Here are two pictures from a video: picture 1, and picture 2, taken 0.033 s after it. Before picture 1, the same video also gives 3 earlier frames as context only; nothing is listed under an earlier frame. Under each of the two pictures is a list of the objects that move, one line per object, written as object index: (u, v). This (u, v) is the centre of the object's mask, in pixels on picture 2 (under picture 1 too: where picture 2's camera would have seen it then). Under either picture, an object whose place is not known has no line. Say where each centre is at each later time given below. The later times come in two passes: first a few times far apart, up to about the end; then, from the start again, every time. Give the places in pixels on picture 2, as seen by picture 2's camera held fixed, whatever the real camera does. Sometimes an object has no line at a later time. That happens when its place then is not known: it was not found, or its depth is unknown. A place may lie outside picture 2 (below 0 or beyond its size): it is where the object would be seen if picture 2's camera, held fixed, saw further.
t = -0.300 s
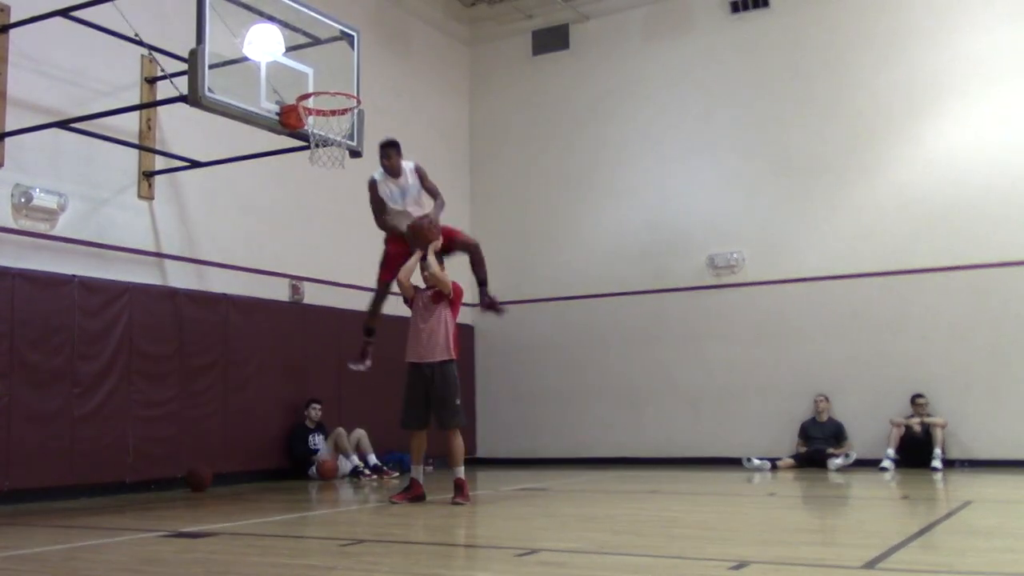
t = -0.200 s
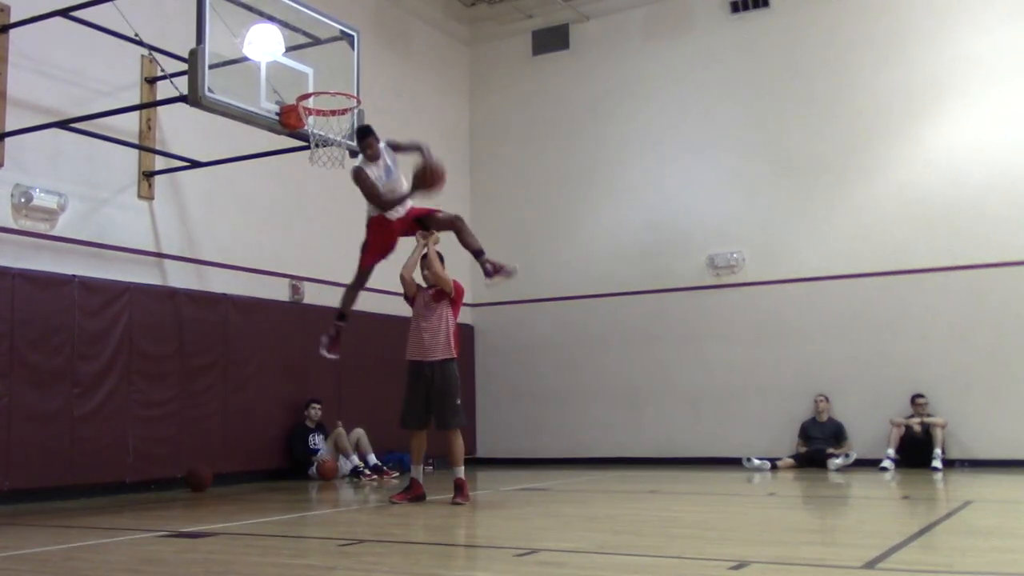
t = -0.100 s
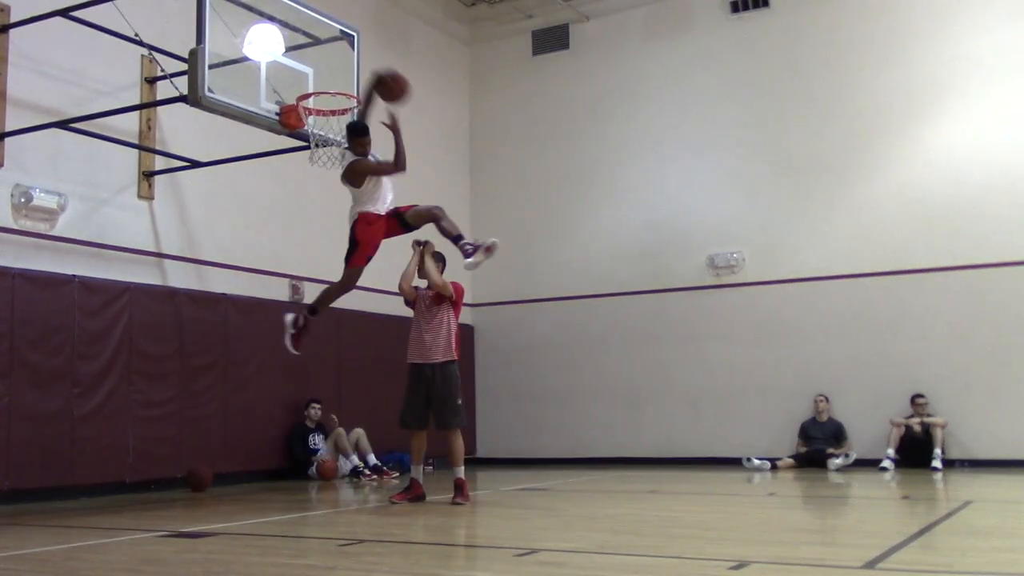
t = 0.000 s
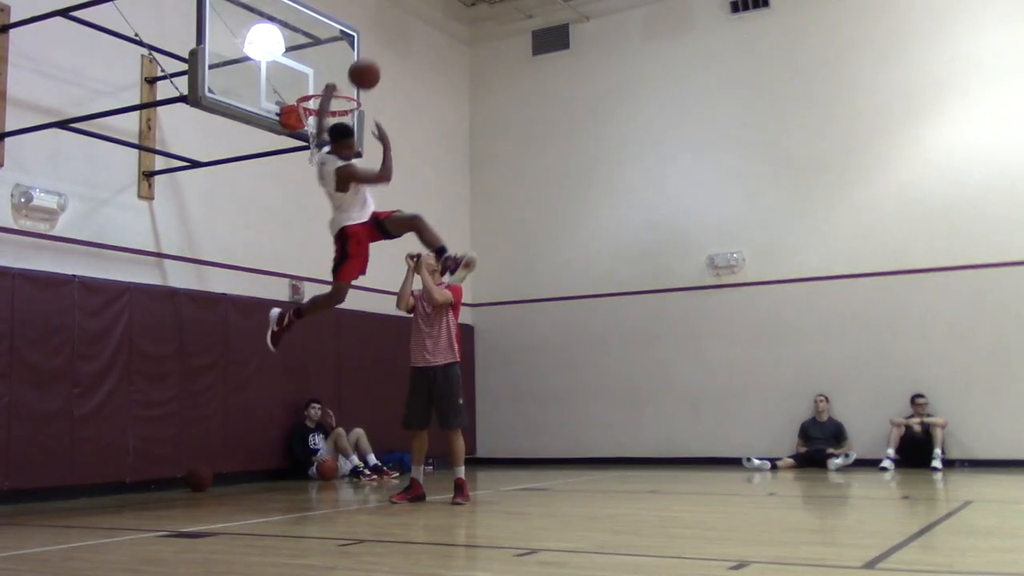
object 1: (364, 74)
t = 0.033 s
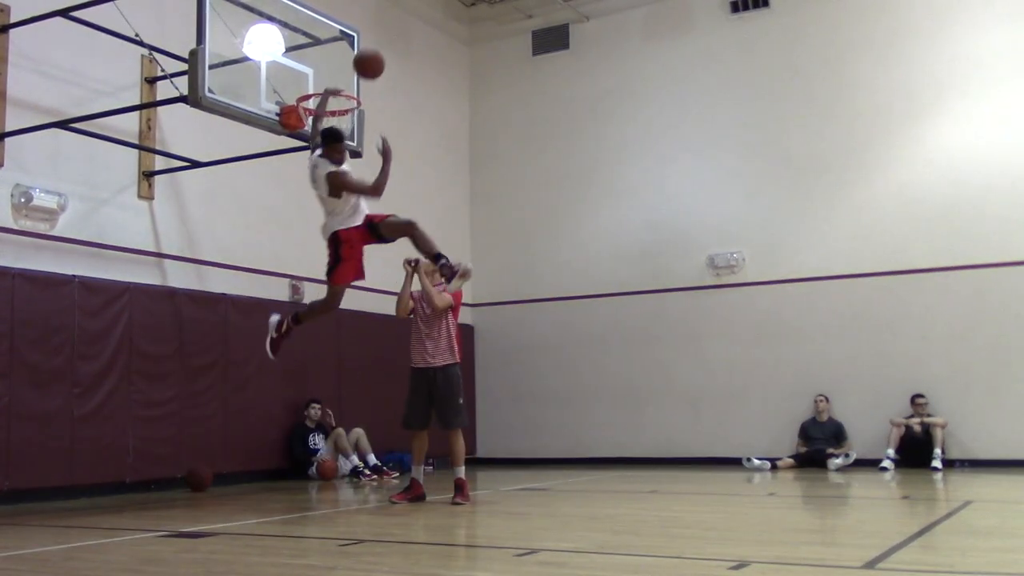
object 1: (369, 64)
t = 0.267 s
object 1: (401, 33)
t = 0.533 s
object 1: (435, 76)
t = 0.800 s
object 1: (466, 190)
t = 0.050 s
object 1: (371, 60)
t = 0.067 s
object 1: (373, 56)
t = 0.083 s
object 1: (376, 52)
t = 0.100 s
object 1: (378, 49)
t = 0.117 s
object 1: (380, 46)
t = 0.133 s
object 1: (383, 43)
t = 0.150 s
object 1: (385, 41)
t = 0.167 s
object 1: (387, 39)
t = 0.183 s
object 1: (390, 38)
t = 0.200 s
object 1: (392, 36)
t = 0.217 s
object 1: (394, 34)
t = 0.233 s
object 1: (397, 34)
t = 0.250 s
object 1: (399, 33)
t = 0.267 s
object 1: (401, 33)
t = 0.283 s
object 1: (403, 33)
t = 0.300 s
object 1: (405, 35)
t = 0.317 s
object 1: (408, 36)
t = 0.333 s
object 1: (410, 37)
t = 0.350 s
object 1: (412, 38)
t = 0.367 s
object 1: (414, 41)
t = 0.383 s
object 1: (416, 43)
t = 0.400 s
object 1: (418, 46)
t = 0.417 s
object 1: (420, 48)
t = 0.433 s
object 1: (423, 52)
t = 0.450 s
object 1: (425, 55)
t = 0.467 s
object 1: (426, 58)
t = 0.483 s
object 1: (429, 63)
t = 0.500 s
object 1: (431, 69)
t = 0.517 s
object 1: (432, 69)
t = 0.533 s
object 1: (435, 76)
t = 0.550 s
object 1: (437, 81)
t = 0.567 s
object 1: (438, 84)
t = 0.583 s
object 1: (441, 92)
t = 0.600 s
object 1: (442, 98)
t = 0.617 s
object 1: (444, 103)
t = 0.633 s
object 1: (446, 110)
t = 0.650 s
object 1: (448, 118)
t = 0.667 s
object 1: (450, 124)
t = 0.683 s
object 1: (452, 131)
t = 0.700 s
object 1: (454, 139)
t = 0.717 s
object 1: (456, 147)
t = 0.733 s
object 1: (458, 155)
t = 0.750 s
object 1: (460, 163)
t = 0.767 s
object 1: (462, 172)
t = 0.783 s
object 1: (464, 181)
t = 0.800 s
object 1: (466, 190)
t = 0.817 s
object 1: (468, 200)
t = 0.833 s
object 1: (470, 210)
